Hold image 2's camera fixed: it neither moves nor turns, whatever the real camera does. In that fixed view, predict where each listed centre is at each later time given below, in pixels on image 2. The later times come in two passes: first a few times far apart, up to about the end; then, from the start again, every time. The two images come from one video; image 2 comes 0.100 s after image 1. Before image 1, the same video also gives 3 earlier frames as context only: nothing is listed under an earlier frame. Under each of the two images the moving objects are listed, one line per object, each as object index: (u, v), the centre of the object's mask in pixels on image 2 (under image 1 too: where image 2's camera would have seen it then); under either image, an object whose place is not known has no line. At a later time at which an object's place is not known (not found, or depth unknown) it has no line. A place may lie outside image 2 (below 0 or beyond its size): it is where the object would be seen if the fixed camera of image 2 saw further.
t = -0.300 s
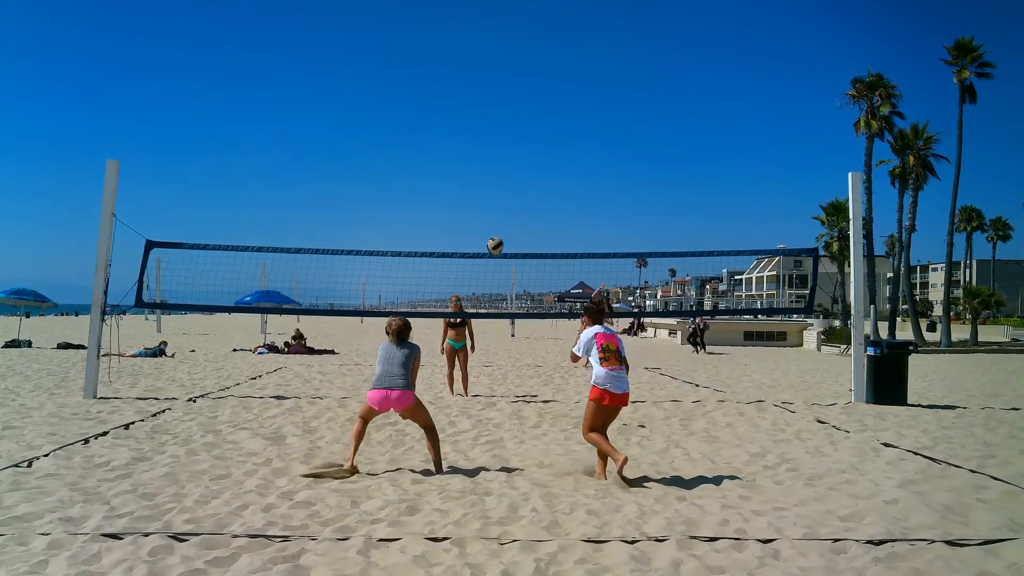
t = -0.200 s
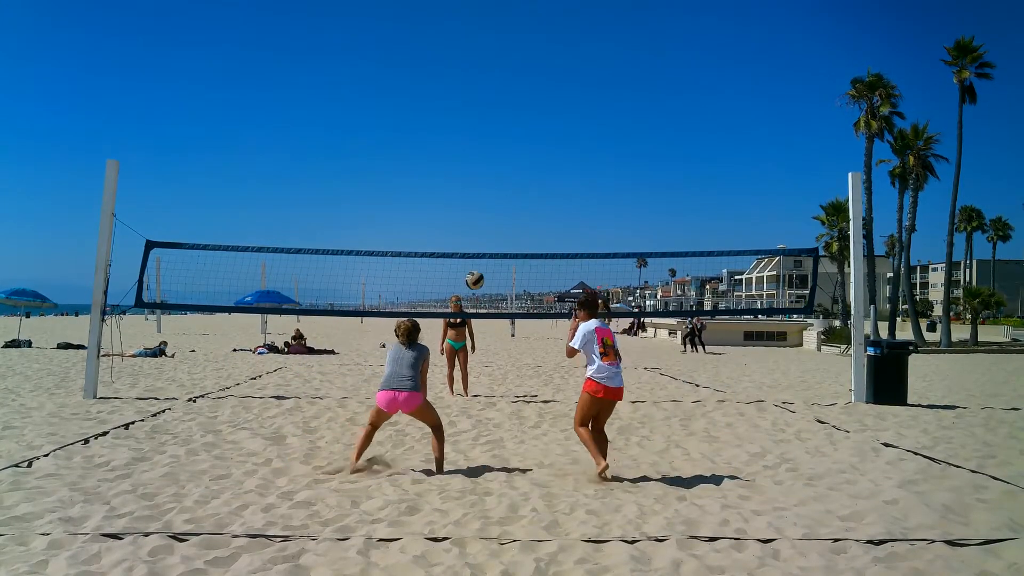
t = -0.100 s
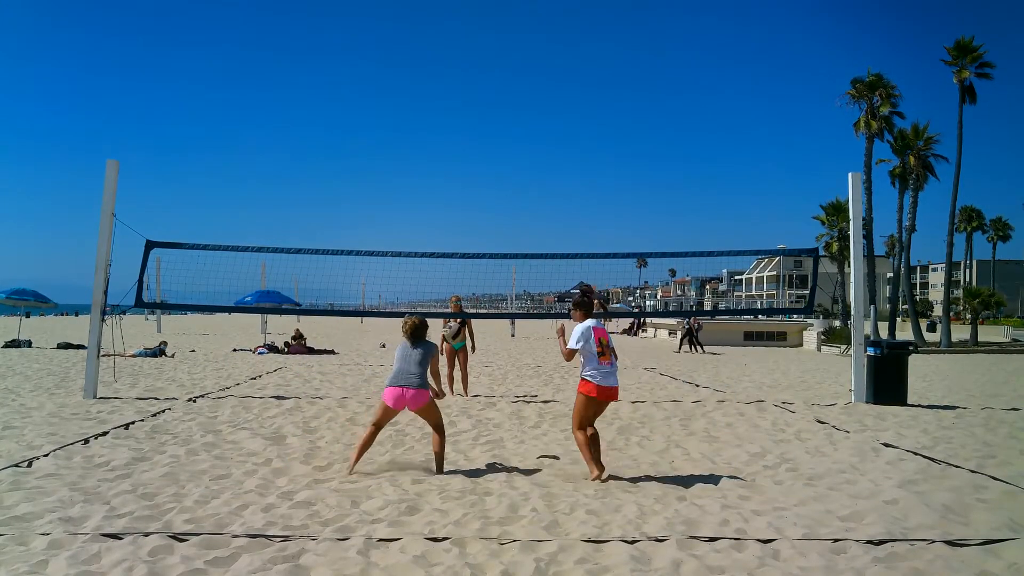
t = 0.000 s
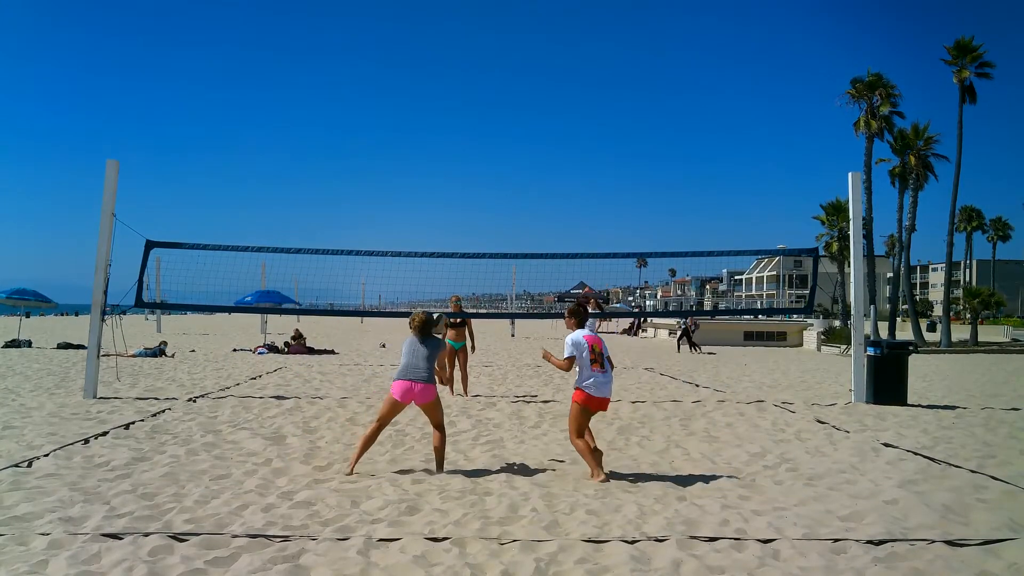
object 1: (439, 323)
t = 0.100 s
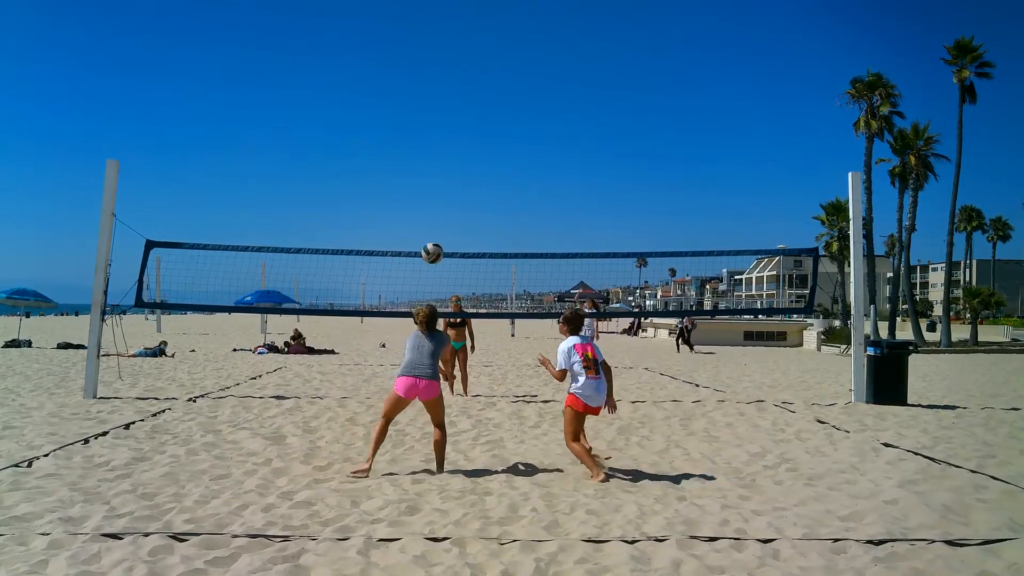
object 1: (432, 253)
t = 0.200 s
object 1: (426, 195)
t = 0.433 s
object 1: (415, 102)
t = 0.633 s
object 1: (406, 63)
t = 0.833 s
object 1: (399, 57)
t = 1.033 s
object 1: (394, 83)
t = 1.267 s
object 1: (389, 149)
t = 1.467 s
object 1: (388, 232)
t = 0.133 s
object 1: (430, 232)
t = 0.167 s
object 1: (428, 213)
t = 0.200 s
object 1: (426, 195)
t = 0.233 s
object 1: (424, 179)
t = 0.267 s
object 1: (423, 163)
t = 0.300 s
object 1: (421, 148)
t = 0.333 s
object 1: (419, 135)
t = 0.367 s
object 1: (417, 123)
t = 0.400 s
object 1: (416, 111)
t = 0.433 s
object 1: (415, 102)
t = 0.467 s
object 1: (413, 93)
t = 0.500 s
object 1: (412, 85)
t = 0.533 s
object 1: (410, 78)
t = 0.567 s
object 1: (409, 71)
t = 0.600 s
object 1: (407, 67)
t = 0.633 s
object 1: (406, 63)
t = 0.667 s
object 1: (405, 60)
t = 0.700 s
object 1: (404, 57)
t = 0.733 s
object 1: (403, 56)
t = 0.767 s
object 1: (401, 56)
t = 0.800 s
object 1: (400, 56)
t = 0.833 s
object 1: (399, 57)
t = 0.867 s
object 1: (398, 60)
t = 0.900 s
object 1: (397, 63)
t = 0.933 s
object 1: (396, 66)
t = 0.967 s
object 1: (395, 71)
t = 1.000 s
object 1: (395, 77)
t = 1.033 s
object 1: (394, 83)
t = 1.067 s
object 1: (393, 90)
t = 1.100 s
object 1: (392, 98)
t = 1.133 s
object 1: (392, 107)
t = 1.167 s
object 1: (391, 116)
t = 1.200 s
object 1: (390, 126)
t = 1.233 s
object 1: (390, 138)
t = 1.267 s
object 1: (389, 149)
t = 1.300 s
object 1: (389, 161)
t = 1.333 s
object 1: (388, 174)
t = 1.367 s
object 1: (388, 187)
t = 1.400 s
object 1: (388, 201)
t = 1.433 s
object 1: (388, 216)
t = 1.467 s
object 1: (388, 232)
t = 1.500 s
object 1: (388, 247)
